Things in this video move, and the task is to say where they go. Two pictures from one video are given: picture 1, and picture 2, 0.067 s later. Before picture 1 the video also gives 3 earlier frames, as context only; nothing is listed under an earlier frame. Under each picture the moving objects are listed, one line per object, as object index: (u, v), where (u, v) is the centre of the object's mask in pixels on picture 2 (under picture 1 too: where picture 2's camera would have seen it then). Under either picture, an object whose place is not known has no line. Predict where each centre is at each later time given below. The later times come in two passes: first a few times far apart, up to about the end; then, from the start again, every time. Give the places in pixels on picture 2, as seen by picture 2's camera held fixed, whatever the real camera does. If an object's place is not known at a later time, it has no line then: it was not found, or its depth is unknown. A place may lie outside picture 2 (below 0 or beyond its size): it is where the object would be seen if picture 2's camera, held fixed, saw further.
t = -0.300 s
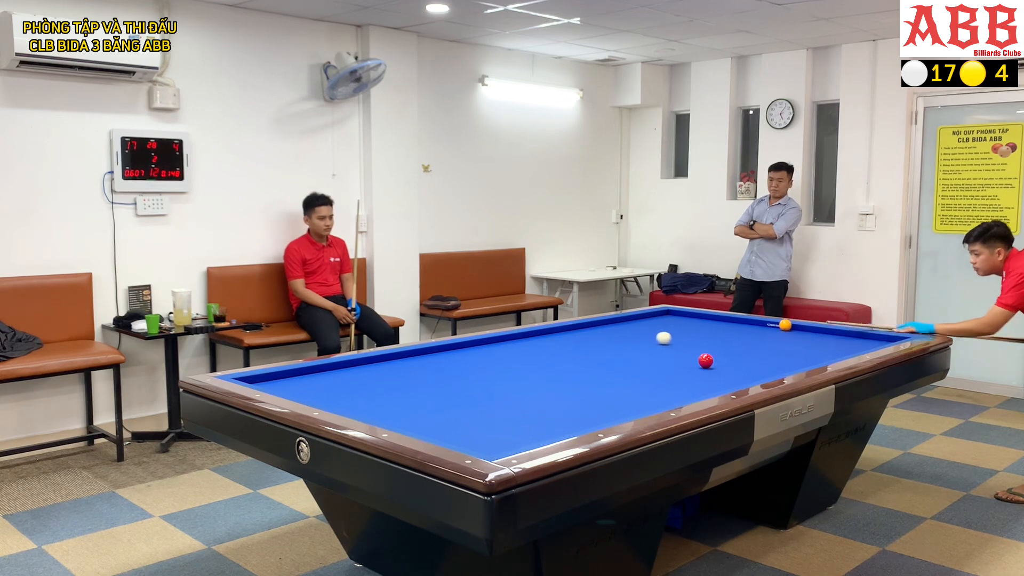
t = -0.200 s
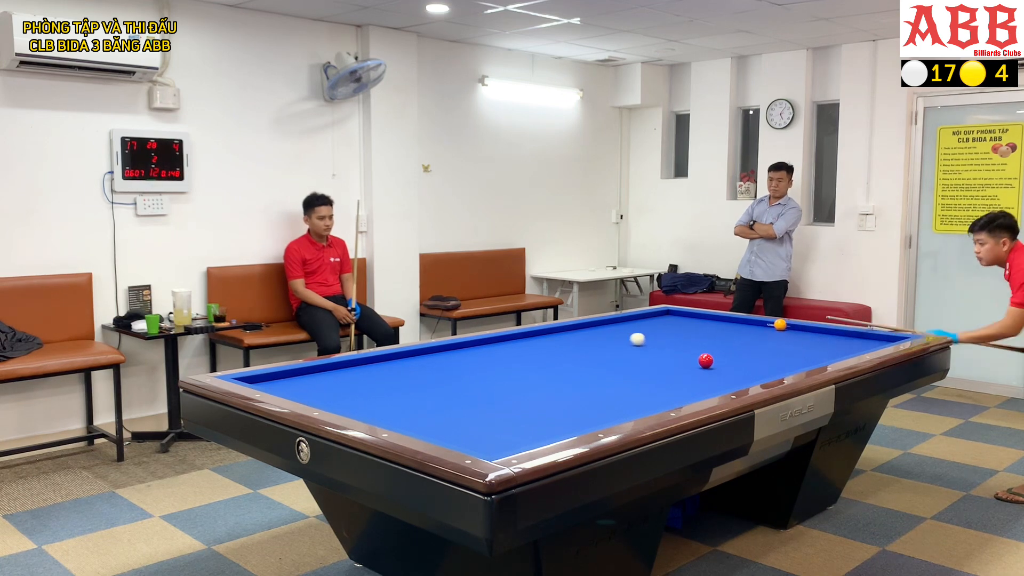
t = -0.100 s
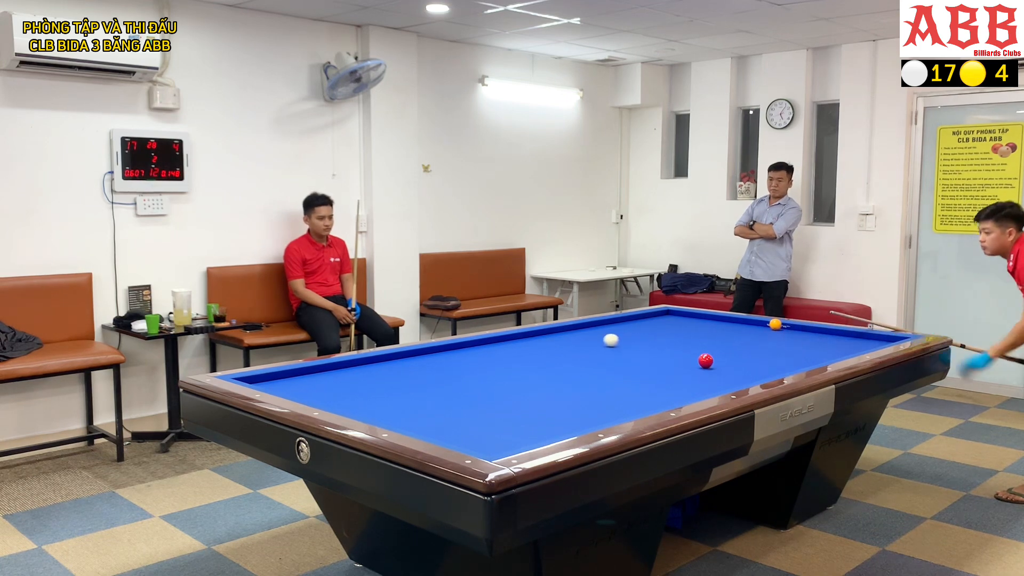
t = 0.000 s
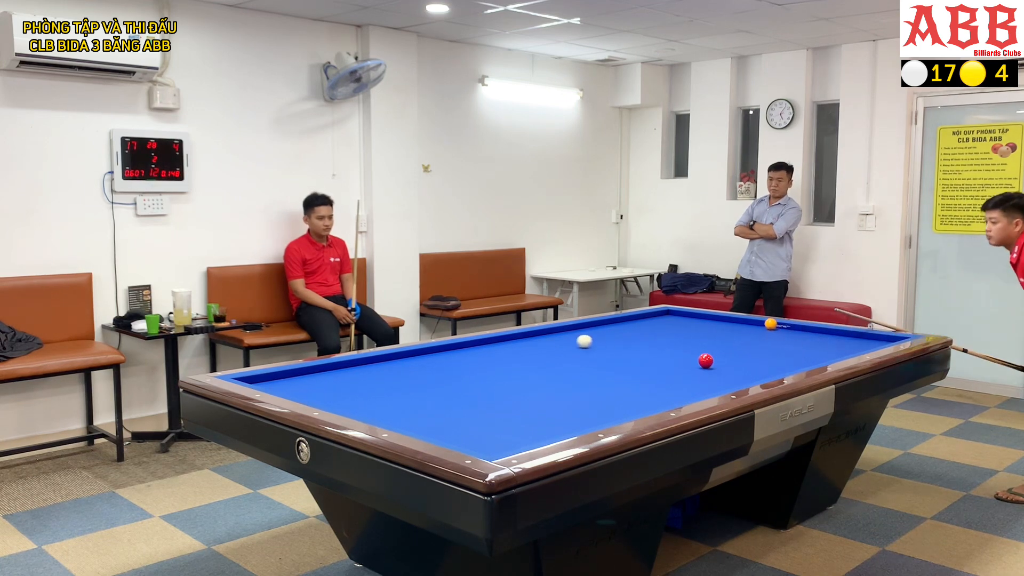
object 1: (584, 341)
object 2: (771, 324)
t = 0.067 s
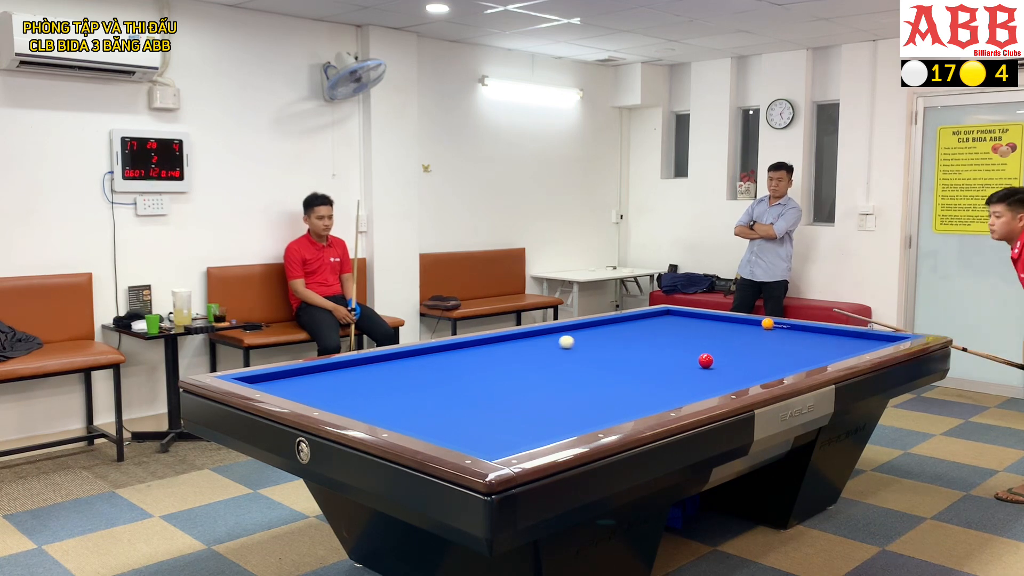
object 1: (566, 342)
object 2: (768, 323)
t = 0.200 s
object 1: (530, 343)
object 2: (762, 323)
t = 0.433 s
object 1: (465, 346)
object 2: (751, 322)
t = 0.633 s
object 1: (426, 352)
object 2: (743, 322)
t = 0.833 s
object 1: (398, 361)
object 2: (735, 321)
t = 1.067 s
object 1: (361, 373)
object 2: (727, 321)
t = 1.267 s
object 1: (325, 385)
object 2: (720, 320)
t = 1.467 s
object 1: (301, 393)
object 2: (713, 320)
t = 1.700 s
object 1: (361, 393)
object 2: (706, 319)
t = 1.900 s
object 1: (408, 392)
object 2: (699, 319)
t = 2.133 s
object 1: (461, 392)
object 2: (693, 318)
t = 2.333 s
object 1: (505, 391)
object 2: (688, 318)
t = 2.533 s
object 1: (549, 391)
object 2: (683, 318)
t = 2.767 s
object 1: (599, 391)
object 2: (677, 317)
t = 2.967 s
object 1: (641, 391)
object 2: (673, 317)
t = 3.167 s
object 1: (683, 391)
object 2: (669, 317)
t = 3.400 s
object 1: (718, 387)
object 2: (665, 316)
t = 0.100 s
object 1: (557, 342)
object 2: (766, 323)
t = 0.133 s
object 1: (548, 342)
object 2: (765, 323)
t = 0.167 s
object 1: (539, 343)
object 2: (763, 323)
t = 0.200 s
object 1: (530, 343)
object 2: (762, 323)
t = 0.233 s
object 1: (521, 344)
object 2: (760, 323)
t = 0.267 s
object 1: (512, 344)
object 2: (759, 323)
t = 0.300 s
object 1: (503, 345)
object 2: (757, 323)
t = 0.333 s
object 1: (493, 345)
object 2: (756, 323)
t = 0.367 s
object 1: (484, 345)
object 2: (754, 323)
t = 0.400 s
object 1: (475, 346)
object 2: (753, 323)
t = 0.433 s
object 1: (465, 346)
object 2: (751, 322)
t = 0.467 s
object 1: (456, 347)
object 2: (750, 322)
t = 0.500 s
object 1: (446, 347)
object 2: (749, 322)
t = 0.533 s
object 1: (438, 348)
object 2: (747, 322)
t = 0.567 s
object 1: (435, 349)
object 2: (746, 322)
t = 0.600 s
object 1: (431, 351)
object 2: (745, 322)
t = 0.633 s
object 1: (426, 352)
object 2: (743, 322)
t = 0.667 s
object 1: (422, 353)
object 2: (742, 322)
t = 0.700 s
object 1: (417, 355)
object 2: (741, 321)
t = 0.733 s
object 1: (412, 356)
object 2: (739, 322)
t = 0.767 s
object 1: (408, 358)
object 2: (738, 321)
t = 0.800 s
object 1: (403, 360)
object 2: (737, 321)
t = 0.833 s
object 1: (398, 361)
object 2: (735, 321)
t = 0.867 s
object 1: (393, 363)
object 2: (734, 321)
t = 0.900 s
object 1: (387, 364)
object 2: (733, 321)
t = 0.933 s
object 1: (382, 366)
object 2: (732, 321)
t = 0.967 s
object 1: (377, 368)
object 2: (730, 321)
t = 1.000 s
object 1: (372, 370)
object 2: (729, 321)
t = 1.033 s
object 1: (366, 371)
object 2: (728, 321)
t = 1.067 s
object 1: (361, 373)
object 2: (727, 321)
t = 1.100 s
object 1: (355, 375)
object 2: (726, 321)
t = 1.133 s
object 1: (349, 377)
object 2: (724, 321)
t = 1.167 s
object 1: (343, 379)
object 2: (723, 321)
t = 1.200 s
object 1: (337, 381)
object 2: (722, 320)
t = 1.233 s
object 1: (331, 382)
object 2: (721, 320)
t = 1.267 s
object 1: (325, 385)
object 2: (720, 320)
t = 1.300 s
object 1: (318, 387)
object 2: (718, 320)
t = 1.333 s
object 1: (312, 389)
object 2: (717, 320)
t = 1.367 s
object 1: (305, 391)
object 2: (716, 320)
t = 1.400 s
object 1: (299, 391)
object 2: (715, 320)
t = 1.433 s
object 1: (293, 392)
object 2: (714, 320)
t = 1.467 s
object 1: (301, 393)
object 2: (713, 320)
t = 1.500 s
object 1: (311, 394)
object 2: (712, 320)
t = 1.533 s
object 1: (320, 394)
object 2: (711, 320)
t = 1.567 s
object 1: (329, 393)
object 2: (710, 320)
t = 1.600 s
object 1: (338, 394)
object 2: (709, 319)
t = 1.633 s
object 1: (345, 393)
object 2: (708, 319)
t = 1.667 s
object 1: (353, 393)
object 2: (706, 319)
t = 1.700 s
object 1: (361, 393)
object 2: (706, 319)
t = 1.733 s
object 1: (369, 393)
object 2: (704, 319)
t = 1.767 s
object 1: (377, 393)
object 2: (703, 319)
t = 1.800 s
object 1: (385, 393)
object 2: (702, 319)
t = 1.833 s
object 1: (392, 393)
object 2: (702, 319)
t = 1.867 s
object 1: (400, 393)
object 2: (700, 319)
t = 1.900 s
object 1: (408, 392)
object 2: (699, 319)
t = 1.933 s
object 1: (416, 392)
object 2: (699, 319)
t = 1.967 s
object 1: (423, 392)
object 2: (698, 319)
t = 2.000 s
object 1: (431, 392)
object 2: (697, 319)
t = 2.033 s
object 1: (438, 392)
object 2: (696, 319)
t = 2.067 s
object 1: (446, 392)
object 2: (695, 318)
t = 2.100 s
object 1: (453, 392)
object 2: (694, 318)
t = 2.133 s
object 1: (461, 392)
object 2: (693, 318)
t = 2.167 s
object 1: (469, 392)
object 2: (692, 318)
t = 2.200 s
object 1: (476, 392)
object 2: (691, 318)
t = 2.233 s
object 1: (483, 392)
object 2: (690, 318)
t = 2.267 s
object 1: (490, 391)
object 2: (689, 318)
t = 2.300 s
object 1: (498, 391)
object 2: (689, 318)
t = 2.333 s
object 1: (505, 391)
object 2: (688, 318)
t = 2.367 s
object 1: (513, 391)
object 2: (687, 318)
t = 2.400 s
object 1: (520, 391)
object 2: (686, 318)
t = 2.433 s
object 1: (527, 391)
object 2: (685, 318)
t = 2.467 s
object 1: (534, 391)
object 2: (684, 318)
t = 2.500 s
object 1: (541, 391)
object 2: (683, 318)
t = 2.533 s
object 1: (549, 391)
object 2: (683, 318)
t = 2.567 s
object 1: (556, 391)
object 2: (682, 318)
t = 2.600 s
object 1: (563, 391)
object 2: (681, 318)
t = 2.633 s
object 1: (570, 391)
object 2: (680, 318)
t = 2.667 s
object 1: (578, 391)
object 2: (679, 318)
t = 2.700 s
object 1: (585, 391)
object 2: (679, 317)
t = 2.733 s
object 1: (592, 391)
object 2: (678, 317)
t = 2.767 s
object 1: (599, 391)
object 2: (677, 317)
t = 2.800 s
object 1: (606, 391)
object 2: (676, 317)
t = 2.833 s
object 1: (613, 391)
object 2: (676, 317)
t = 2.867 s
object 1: (620, 391)
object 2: (675, 317)
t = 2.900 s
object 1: (627, 391)
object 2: (674, 317)
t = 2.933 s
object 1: (634, 391)
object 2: (674, 317)
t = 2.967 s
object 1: (641, 391)
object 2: (673, 317)
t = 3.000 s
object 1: (648, 391)
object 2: (672, 317)
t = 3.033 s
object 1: (655, 390)
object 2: (671, 317)
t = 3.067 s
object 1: (662, 391)
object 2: (671, 317)
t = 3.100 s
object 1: (669, 391)
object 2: (670, 317)
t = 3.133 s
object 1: (676, 391)
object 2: (669, 317)
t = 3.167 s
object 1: (683, 391)
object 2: (669, 317)
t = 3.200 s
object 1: (690, 390)
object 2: (668, 317)
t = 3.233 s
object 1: (697, 390)
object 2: (668, 317)
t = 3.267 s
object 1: (703, 389)
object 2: (667, 317)
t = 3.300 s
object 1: (710, 389)
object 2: (666, 317)
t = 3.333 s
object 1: (717, 388)
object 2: (666, 316)
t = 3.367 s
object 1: (718, 387)
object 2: (665, 316)
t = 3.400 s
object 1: (718, 387)
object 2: (665, 316)
